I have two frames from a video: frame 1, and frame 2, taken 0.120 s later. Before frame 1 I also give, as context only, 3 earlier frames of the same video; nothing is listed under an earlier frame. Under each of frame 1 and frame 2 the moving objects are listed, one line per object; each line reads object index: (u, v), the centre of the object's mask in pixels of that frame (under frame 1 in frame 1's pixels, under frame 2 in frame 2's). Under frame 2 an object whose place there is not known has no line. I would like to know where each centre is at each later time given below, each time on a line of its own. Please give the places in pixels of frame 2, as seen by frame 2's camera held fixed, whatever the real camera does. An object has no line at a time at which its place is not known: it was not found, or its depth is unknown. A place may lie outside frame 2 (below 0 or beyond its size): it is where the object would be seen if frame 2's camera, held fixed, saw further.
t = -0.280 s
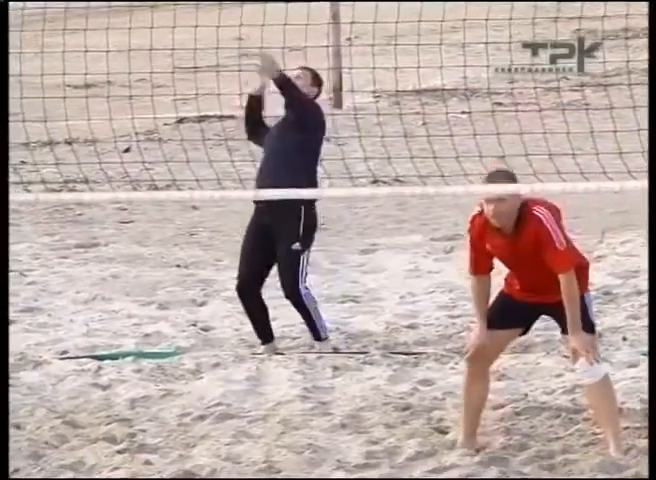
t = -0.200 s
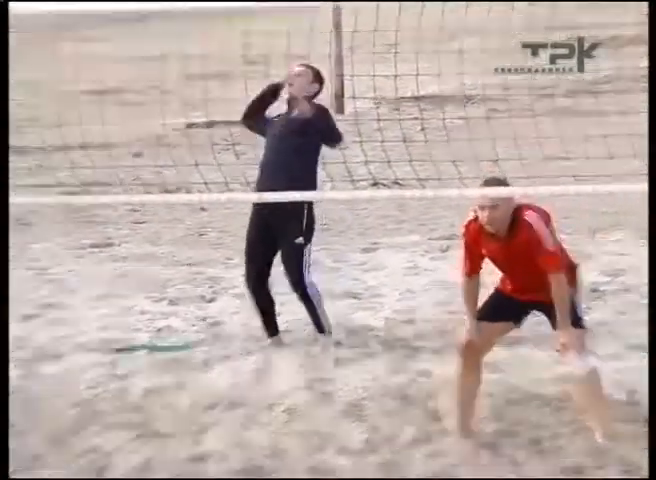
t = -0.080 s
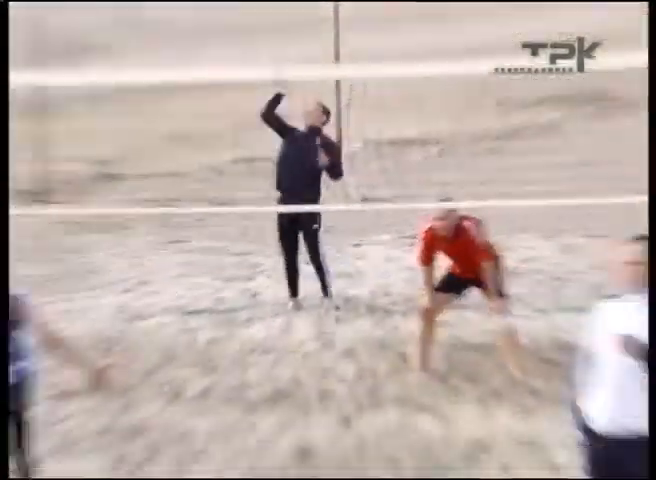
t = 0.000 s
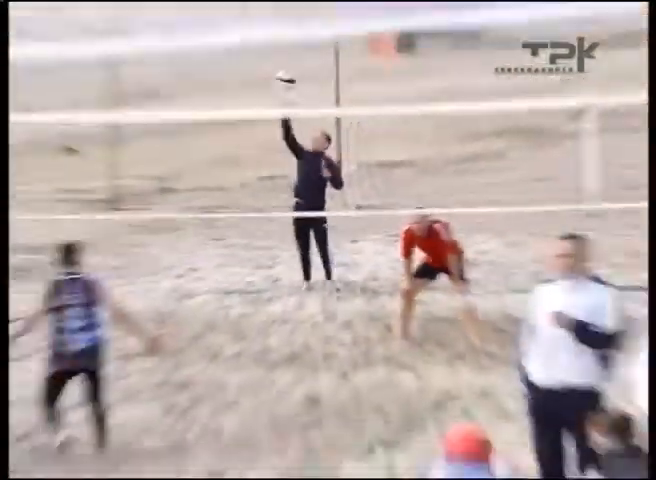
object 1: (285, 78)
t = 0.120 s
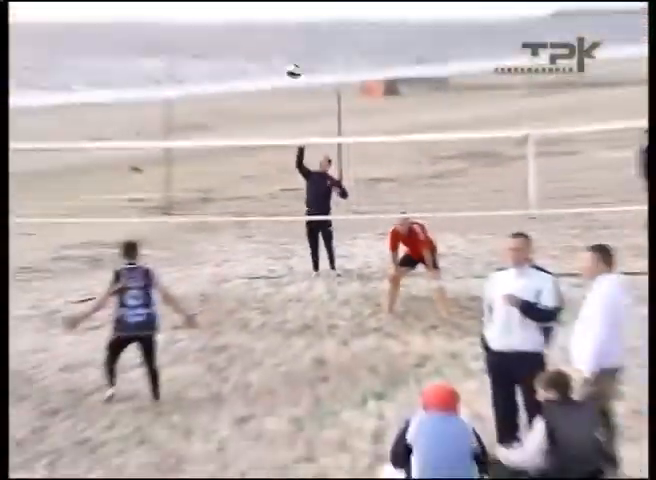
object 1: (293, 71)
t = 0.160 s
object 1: (291, 59)
